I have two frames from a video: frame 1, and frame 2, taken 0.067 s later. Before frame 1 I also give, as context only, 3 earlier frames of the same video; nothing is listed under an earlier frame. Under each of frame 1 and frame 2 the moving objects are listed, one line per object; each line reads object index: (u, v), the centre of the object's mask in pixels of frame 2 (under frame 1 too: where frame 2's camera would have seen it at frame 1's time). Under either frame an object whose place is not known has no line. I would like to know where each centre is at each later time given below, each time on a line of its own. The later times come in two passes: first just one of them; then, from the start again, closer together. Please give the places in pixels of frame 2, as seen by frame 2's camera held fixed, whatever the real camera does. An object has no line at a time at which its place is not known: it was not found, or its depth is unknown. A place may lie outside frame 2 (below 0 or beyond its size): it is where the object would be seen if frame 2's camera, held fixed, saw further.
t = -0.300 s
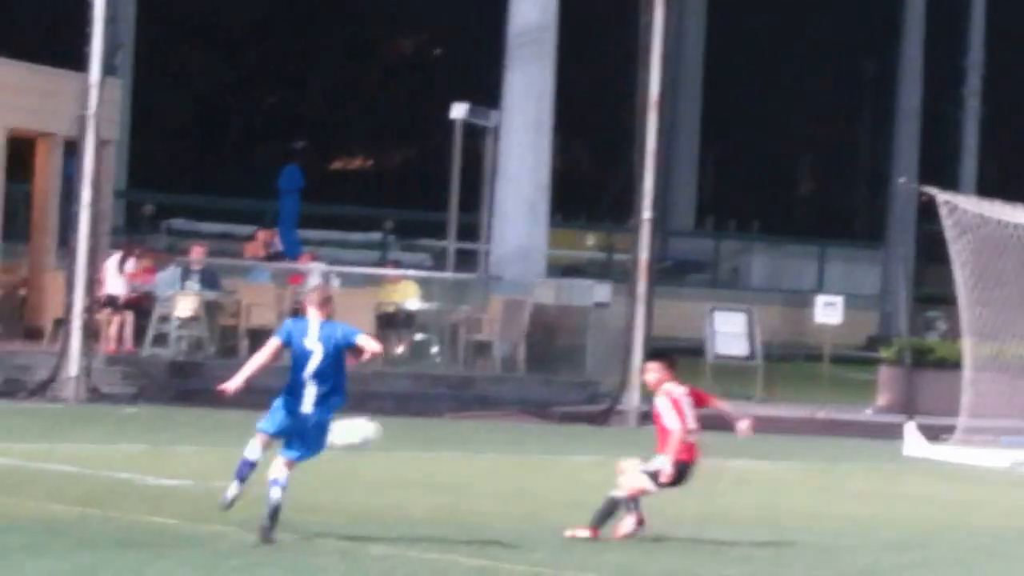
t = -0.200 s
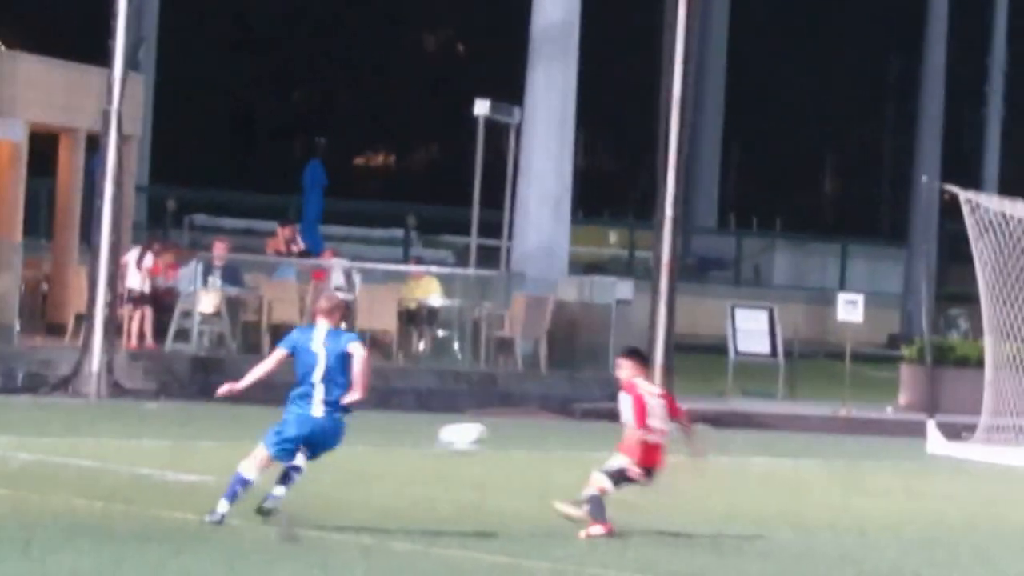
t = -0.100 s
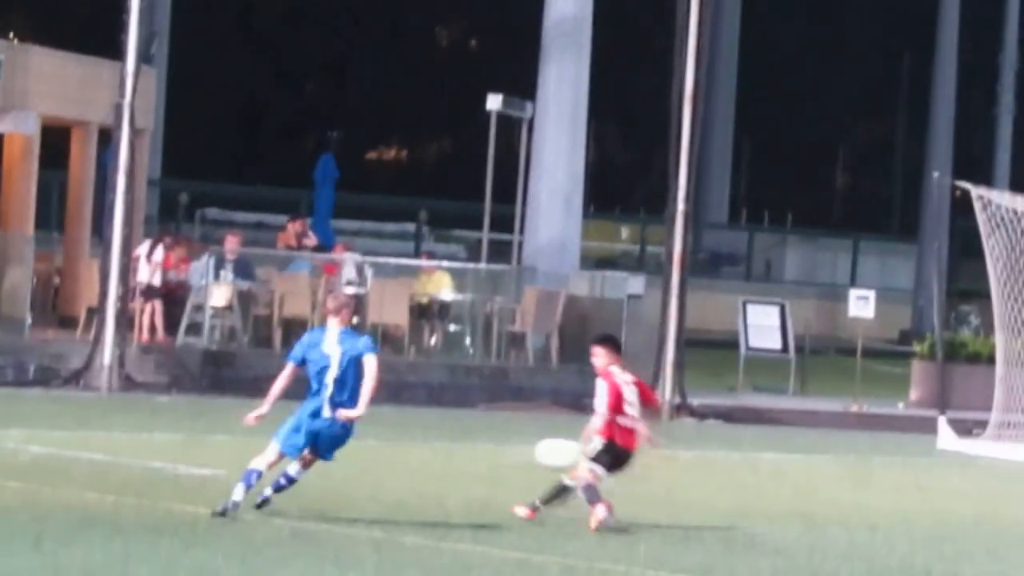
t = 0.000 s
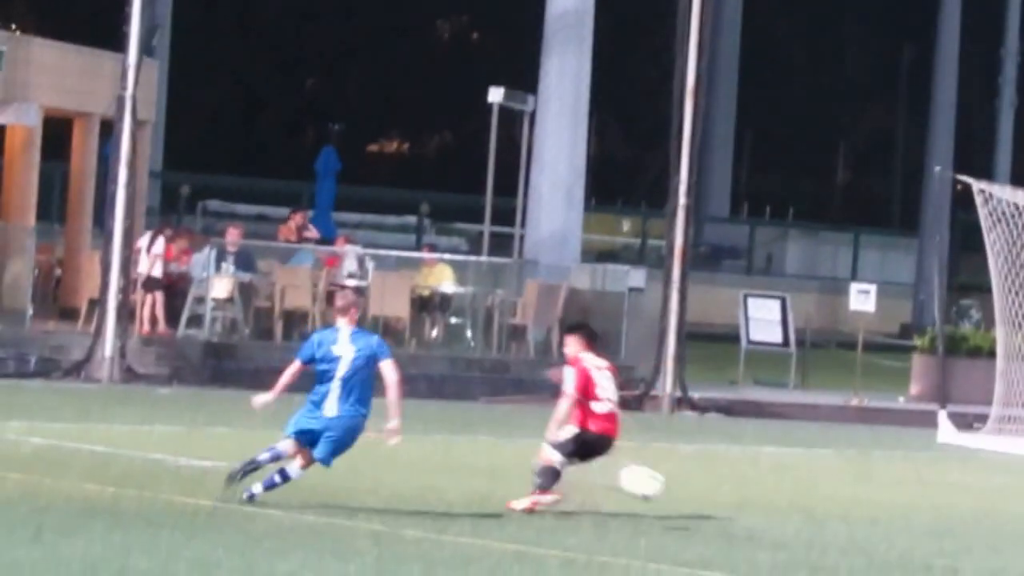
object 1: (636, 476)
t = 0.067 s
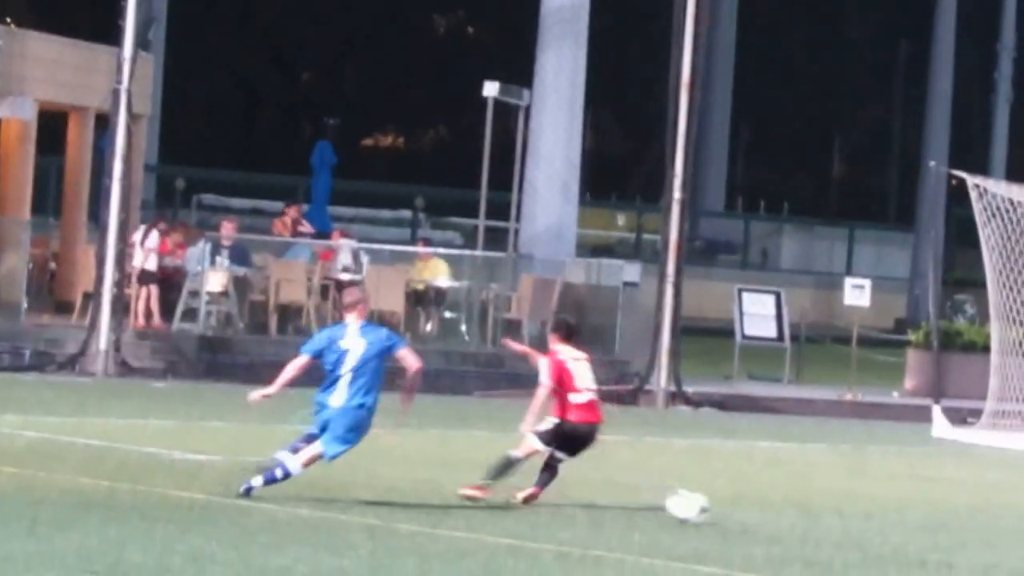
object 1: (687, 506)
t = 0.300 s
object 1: (771, 460)
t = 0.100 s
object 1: (702, 499)
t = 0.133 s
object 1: (715, 489)
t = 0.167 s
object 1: (727, 481)
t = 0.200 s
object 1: (736, 473)
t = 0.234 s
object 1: (749, 468)
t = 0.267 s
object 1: (760, 464)
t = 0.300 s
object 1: (771, 460)
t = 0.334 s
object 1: (782, 461)
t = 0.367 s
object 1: (792, 462)
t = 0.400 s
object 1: (802, 464)
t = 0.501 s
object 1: (836, 481)
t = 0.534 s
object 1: (845, 490)
